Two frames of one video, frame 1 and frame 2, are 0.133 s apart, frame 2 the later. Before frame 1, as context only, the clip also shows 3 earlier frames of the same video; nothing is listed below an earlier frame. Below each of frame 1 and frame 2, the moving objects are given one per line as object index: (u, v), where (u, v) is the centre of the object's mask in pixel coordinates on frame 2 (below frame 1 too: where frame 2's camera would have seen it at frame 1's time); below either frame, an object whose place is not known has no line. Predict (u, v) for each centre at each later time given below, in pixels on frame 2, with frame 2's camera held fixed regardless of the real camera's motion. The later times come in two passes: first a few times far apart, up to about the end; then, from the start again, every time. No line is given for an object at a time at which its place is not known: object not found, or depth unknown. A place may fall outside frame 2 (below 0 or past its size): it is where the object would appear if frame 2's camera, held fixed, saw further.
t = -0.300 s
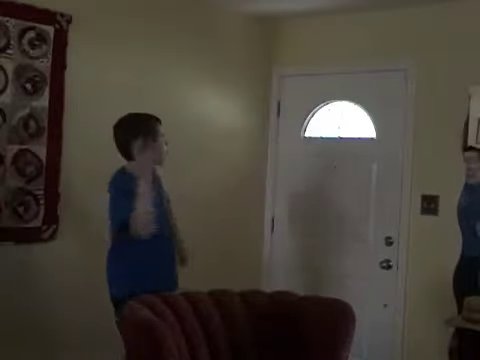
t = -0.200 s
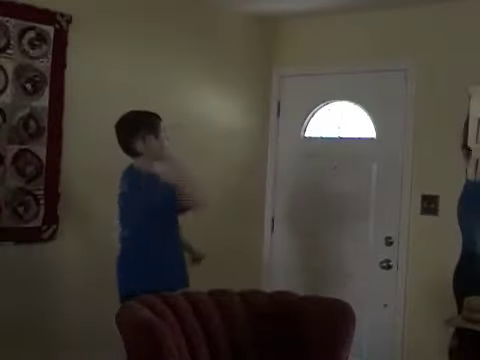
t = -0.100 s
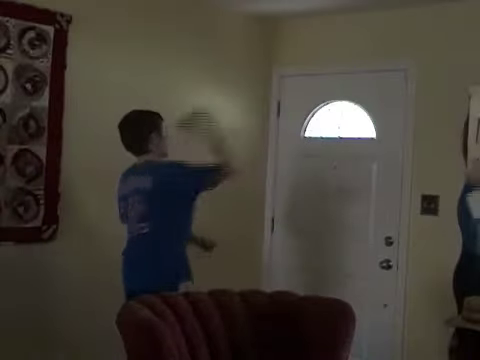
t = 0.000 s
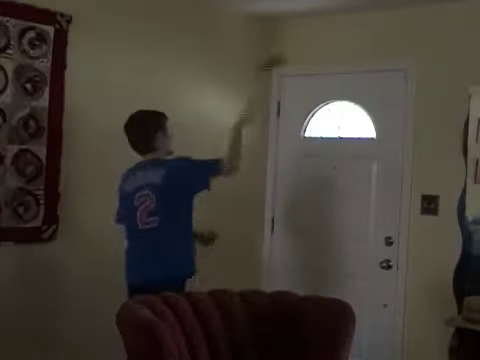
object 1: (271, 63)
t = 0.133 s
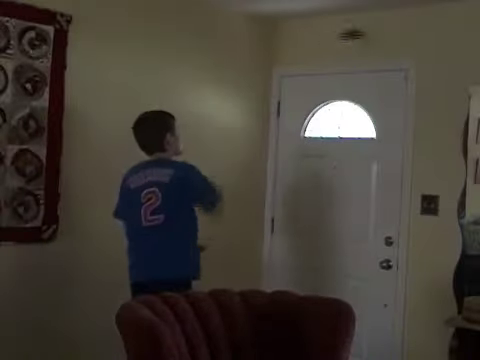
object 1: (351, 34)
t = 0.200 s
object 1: (350, 28)
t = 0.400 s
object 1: (295, 50)
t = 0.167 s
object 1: (357, 31)
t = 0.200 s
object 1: (350, 28)
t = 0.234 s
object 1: (341, 28)
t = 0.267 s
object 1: (332, 29)
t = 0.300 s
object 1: (323, 32)
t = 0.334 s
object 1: (314, 37)
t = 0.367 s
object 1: (304, 43)
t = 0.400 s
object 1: (295, 50)
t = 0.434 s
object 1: (287, 59)
